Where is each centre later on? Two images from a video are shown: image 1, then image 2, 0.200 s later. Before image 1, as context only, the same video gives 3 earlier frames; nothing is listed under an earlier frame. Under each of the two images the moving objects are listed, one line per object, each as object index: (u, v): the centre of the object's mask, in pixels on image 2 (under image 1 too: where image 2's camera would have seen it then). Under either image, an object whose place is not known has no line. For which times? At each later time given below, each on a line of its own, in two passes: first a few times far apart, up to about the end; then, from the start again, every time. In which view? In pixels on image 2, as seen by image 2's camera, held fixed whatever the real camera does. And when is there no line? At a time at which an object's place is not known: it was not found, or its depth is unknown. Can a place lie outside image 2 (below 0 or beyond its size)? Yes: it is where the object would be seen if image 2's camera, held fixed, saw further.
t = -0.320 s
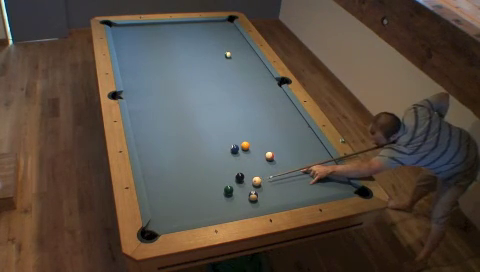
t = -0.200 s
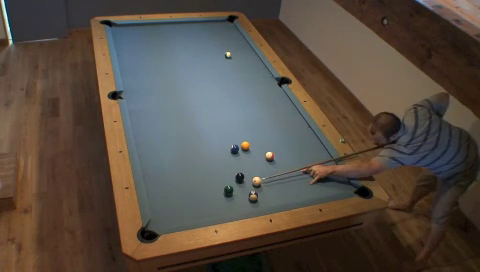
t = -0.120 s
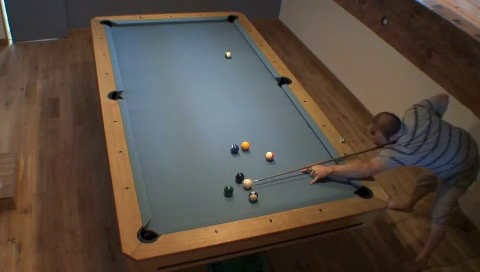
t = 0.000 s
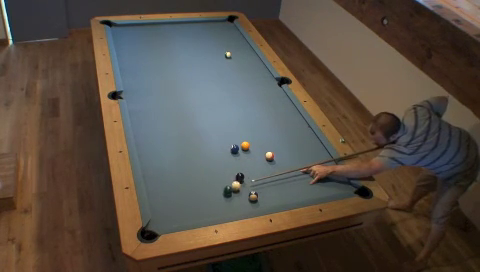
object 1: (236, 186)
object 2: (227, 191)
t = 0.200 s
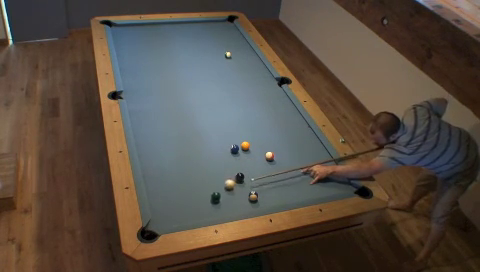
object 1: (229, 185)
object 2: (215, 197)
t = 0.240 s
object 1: (228, 184)
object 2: (213, 198)
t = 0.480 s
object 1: (220, 182)
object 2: (200, 205)
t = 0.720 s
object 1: (213, 181)
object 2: (187, 212)
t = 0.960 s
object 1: (207, 179)
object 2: (175, 217)
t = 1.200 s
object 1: (202, 178)
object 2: (162, 223)
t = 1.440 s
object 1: (197, 177)
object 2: (151, 228)
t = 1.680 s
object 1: (193, 176)
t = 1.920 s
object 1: (189, 175)
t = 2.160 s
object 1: (187, 174)
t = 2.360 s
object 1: (185, 174)
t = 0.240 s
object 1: (228, 184)
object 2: (213, 198)
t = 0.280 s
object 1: (227, 184)
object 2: (211, 199)
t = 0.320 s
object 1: (225, 184)
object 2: (209, 201)
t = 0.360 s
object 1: (224, 183)
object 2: (206, 202)
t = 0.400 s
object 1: (223, 183)
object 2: (204, 203)
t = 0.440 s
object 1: (221, 183)
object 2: (202, 204)
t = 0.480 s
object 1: (220, 182)
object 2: (200, 205)
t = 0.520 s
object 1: (219, 182)
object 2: (198, 206)
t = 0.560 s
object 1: (218, 182)
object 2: (196, 207)
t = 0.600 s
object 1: (216, 182)
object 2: (194, 209)
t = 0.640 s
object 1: (215, 181)
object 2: (191, 210)
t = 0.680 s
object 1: (214, 181)
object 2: (189, 210)
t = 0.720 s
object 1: (213, 181)
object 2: (187, 212)
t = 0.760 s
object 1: (212, 181)
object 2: (185, 213)
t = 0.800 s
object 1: (211, 180)
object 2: (183, 214)
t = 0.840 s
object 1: (210, 180)
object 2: (181, 215)
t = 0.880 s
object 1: (209, 180)
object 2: (179, 216)
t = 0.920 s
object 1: (208, 180)
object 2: (177, 217)
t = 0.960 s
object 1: (207, 179)
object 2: (175, 217)
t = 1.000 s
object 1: (206, 179)
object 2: (173, 218)
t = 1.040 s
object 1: (205, 179)
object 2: (171, 219)
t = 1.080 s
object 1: (204, 179)
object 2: (168, 220)
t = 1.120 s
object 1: (203, 178)
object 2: (166, 221)
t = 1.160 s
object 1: (202, 178)
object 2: (164, 222)
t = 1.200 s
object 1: (202, 178)
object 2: (162, 223)
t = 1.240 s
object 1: (201, 178)
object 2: (160, 224)
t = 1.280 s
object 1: (200, 177)
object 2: (159, 225)
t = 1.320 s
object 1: (199, 177)
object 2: (157, 226)
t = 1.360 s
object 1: (198, 177)
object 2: (155, 226)
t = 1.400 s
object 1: (197, 177)
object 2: (153, 226)
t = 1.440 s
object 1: (197, 177)
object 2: (151, 228)
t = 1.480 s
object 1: (196, 176)
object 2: (149, 228)
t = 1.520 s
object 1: (195, 177)
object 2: (148, 231)
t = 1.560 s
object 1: (195, 176)
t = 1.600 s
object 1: (194, 176)
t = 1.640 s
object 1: (194, 176)
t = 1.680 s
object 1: (193, 176)
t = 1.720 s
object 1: (192, 176)
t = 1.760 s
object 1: (191, 176)
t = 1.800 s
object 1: (191, 175)
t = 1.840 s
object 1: (190, 175)
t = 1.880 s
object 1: (190, 175)
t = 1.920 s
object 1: (189, 175)
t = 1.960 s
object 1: (189, 175)
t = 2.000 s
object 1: (189, 175)
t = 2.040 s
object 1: (188, 175)
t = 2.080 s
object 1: (188, 175)
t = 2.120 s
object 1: (187, 174)
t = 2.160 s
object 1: (187, 174)
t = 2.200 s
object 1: (186, 174)
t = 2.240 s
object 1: (186, 174)
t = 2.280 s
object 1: (186, 174)
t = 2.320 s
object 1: (186, 174)
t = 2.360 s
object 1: (185, 174)
